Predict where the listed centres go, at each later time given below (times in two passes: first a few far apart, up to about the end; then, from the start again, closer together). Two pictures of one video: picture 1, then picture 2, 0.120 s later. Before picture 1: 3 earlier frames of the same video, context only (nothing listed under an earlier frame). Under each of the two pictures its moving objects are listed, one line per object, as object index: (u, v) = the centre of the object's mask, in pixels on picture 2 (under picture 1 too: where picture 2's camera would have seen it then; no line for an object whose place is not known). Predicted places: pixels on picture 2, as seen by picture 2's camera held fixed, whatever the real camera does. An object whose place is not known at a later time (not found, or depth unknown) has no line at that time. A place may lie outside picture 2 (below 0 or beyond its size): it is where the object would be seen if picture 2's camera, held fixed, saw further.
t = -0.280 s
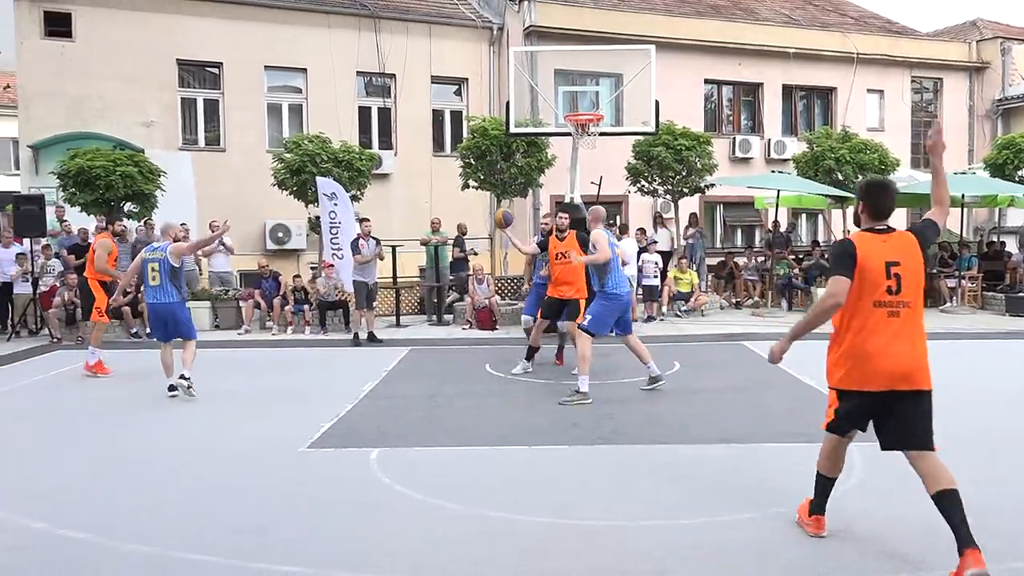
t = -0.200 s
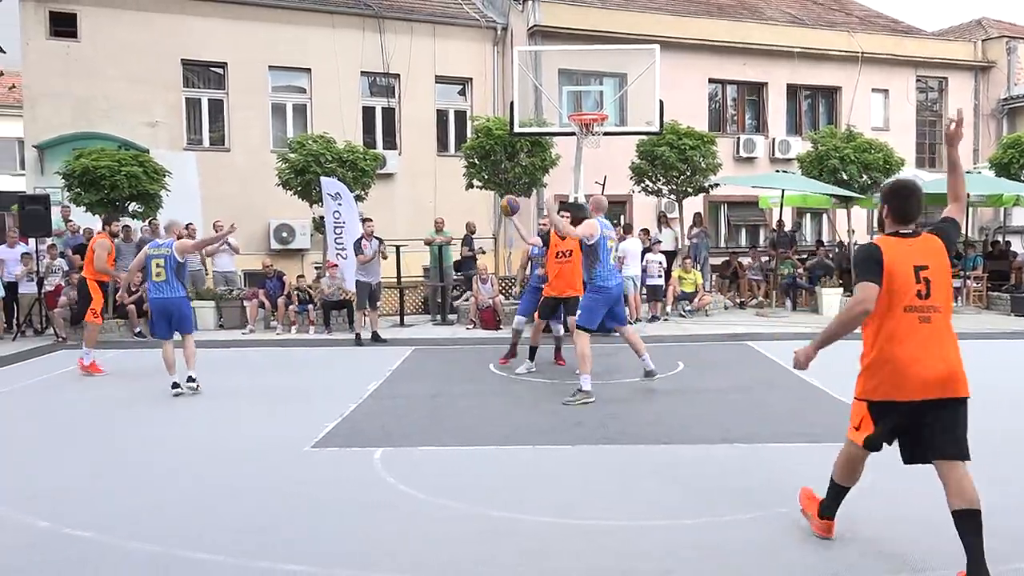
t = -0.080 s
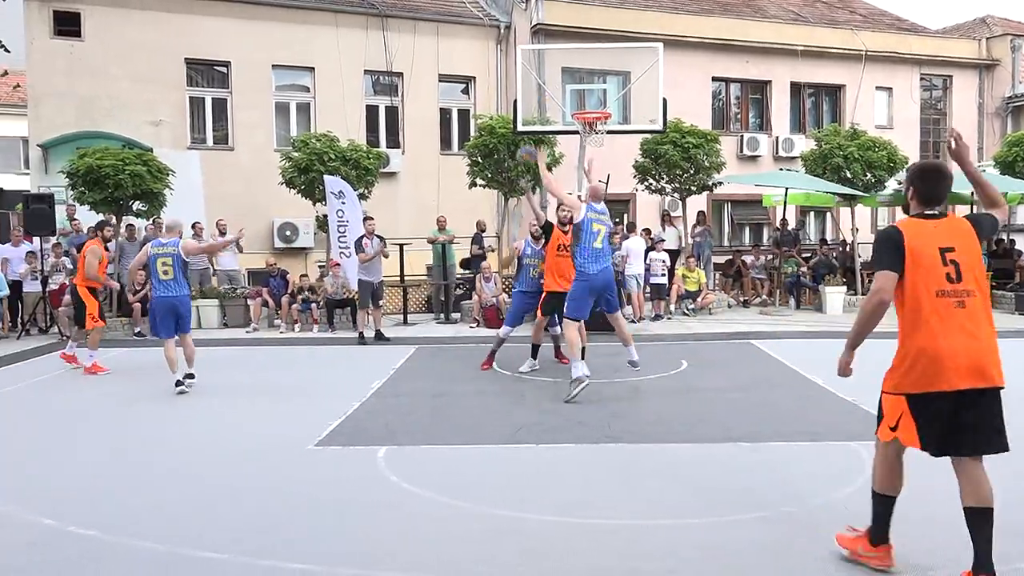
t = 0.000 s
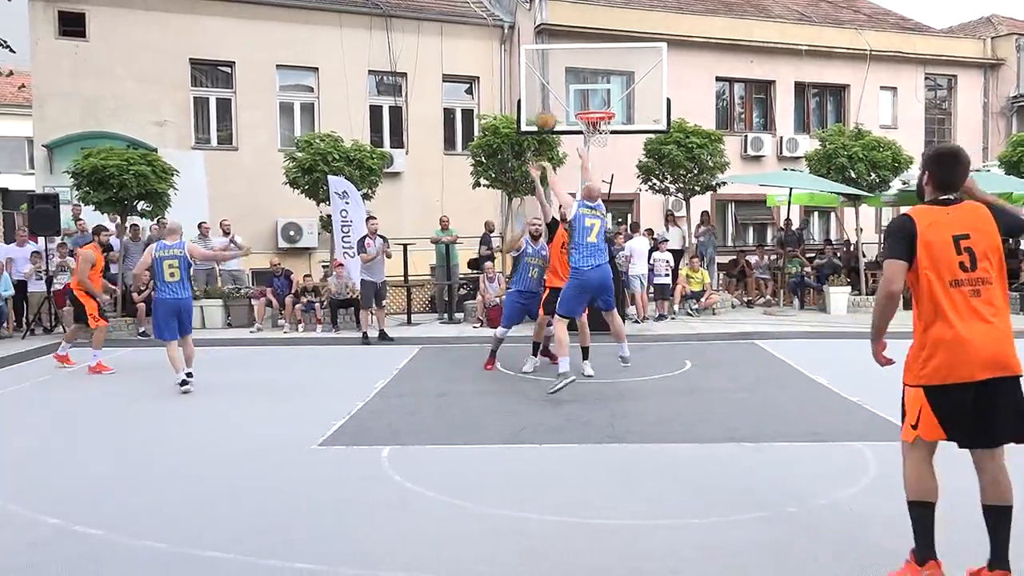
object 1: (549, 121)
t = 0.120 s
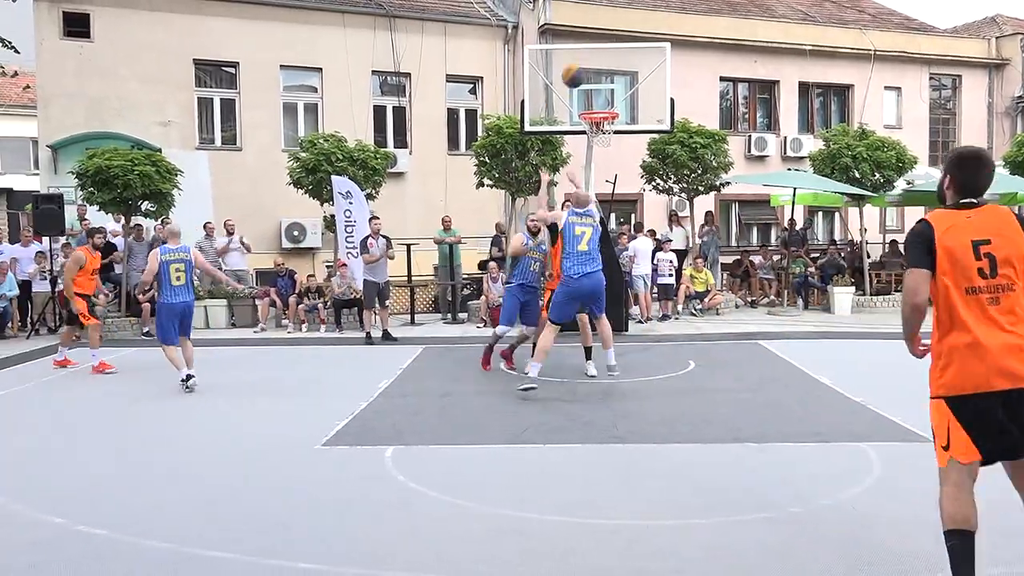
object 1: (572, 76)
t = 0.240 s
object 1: (602, 38)
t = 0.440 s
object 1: (662, 7)
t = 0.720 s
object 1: (782, 30)
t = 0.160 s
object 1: (582, 62)
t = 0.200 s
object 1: (592, 49)
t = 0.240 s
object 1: (602, 38)
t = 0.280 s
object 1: (612, 26)
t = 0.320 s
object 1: (624, 19)
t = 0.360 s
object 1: (636, 12)
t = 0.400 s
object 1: (648, 8)
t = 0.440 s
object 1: (662, 7)
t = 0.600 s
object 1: (725, 8)
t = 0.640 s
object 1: (742, 11)
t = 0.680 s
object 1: (762, 17)
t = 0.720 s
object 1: (782, 30)
